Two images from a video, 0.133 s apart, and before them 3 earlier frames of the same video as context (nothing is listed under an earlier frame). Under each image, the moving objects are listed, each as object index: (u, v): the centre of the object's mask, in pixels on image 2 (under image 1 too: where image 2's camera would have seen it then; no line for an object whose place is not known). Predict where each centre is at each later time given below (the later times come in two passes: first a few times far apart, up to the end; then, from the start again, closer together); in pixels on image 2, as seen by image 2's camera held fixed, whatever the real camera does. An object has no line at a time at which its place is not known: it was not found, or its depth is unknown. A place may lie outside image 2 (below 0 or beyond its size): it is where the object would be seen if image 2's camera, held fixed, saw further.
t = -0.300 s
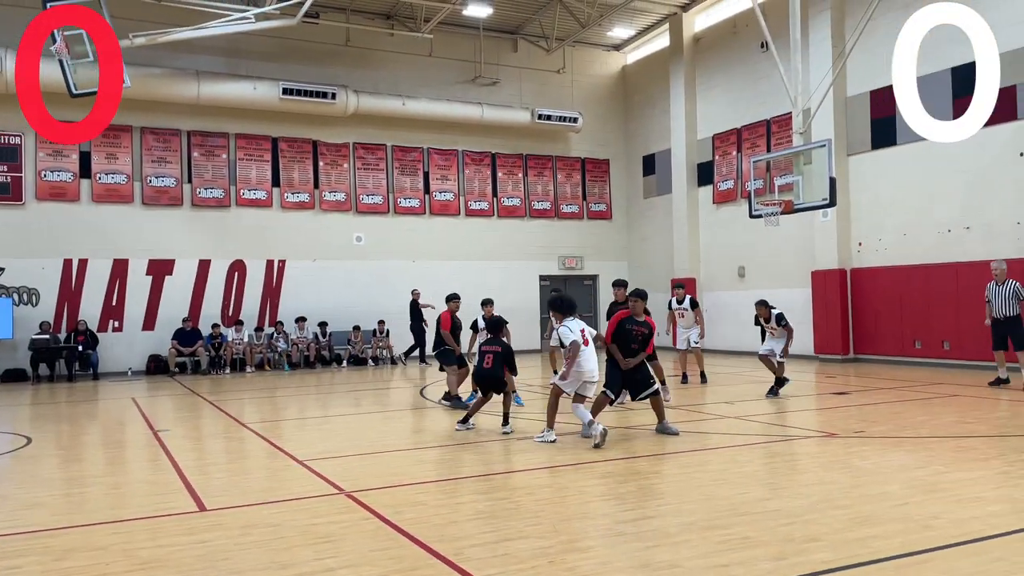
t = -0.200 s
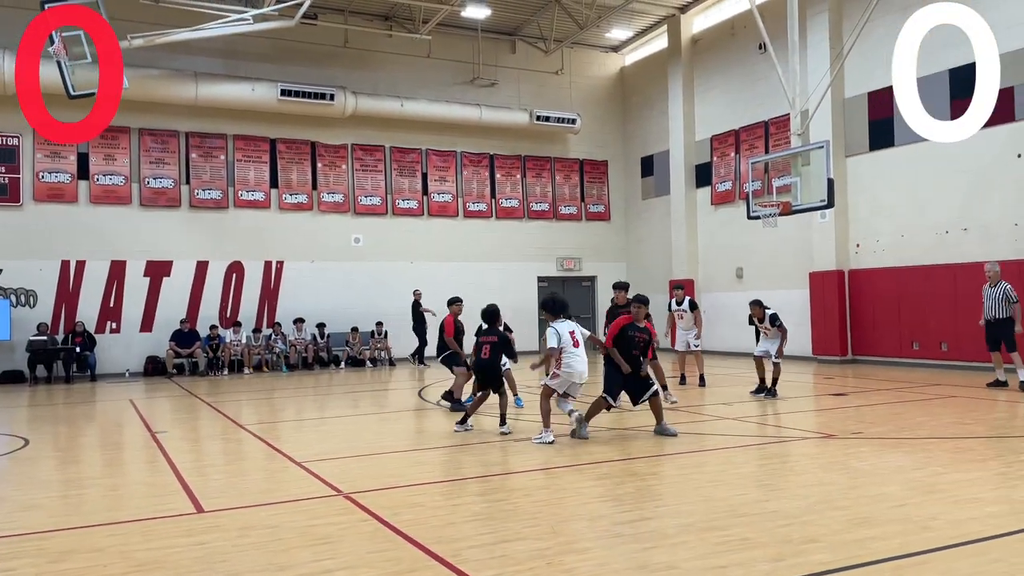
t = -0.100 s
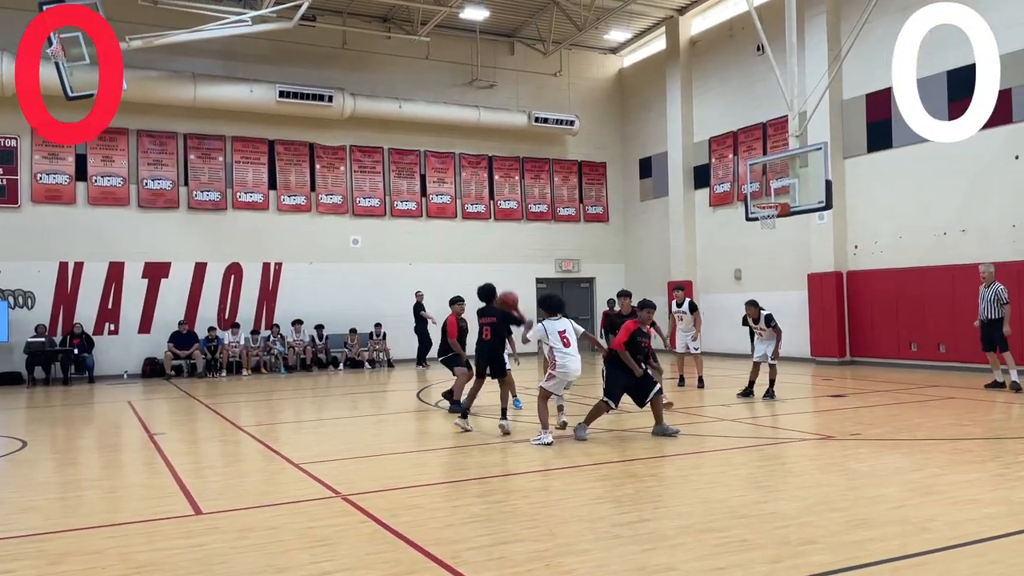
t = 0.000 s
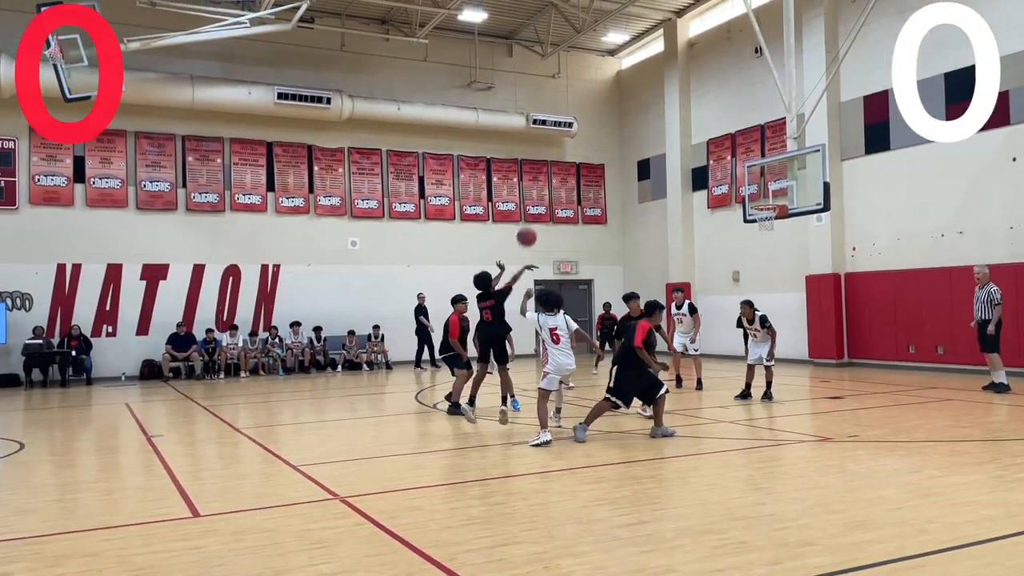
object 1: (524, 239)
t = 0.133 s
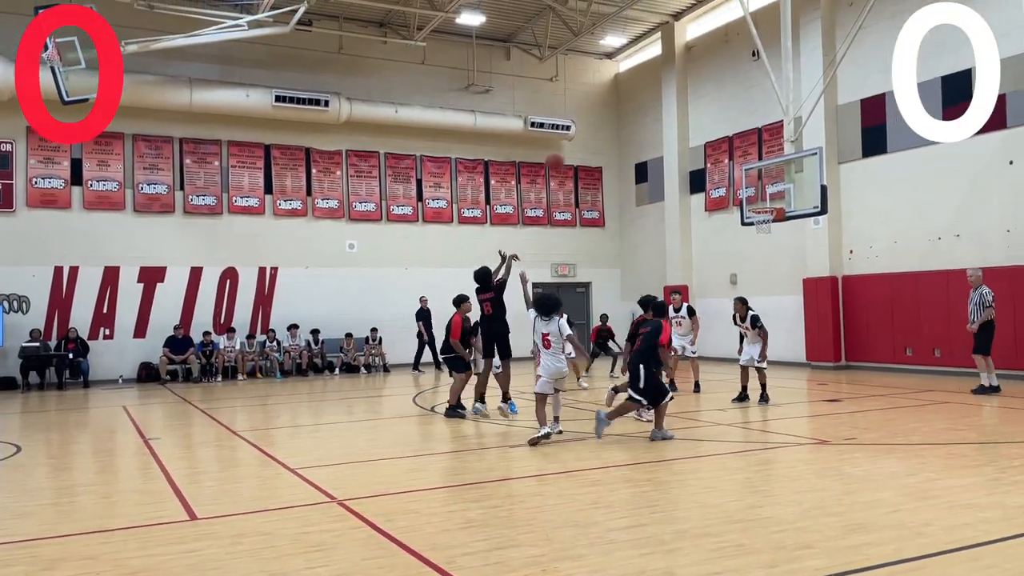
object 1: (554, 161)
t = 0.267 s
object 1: (582, 105)
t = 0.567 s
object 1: (636, 37)
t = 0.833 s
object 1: (678, 35)
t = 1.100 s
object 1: (715, 75)
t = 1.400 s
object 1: (753, 162)
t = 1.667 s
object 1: (733, 197)
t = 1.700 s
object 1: (726, 196)
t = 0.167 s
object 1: (561, 147)
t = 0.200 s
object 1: (569, 131)
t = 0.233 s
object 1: (575, 117)
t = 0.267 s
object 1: (582, 105)
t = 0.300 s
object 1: (588, 93)
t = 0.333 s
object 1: (595, 83)
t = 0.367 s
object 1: (601, 74)
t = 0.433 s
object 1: (614, 58)
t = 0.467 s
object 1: (619, 54)
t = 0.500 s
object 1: (626, 46)
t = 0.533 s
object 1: (631, 41)
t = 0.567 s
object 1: (636, 37)
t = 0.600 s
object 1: (642, 35)
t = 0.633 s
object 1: (647, 33)
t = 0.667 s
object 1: (653, 31)
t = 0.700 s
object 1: (658, 30)
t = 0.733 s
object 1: (662, 31)
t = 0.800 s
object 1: (673, 33)
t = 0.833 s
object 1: (678, 35)
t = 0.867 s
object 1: (683, 38)
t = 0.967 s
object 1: (697, 51)
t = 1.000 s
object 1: (702, 56)
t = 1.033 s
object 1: (706, 61)
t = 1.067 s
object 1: (711, 68)
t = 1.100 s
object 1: (715, 75)
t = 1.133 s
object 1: (719, 82)
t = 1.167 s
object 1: (724, 90)
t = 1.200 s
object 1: (728, 99)
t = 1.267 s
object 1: (736, 117)
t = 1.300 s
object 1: (740, 127)
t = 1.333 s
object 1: (744, 139)
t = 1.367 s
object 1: (748, 149)
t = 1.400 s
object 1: (753, 162)
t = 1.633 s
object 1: (738, 196)
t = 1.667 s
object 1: (733, 197)
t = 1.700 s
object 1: (726, 196)
